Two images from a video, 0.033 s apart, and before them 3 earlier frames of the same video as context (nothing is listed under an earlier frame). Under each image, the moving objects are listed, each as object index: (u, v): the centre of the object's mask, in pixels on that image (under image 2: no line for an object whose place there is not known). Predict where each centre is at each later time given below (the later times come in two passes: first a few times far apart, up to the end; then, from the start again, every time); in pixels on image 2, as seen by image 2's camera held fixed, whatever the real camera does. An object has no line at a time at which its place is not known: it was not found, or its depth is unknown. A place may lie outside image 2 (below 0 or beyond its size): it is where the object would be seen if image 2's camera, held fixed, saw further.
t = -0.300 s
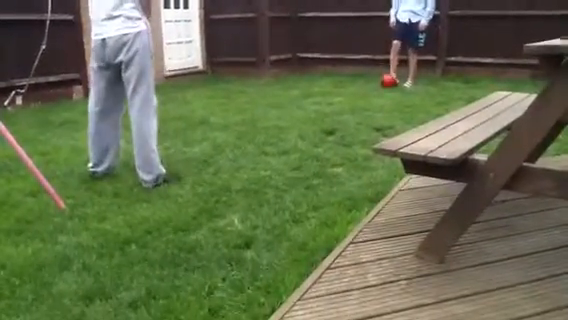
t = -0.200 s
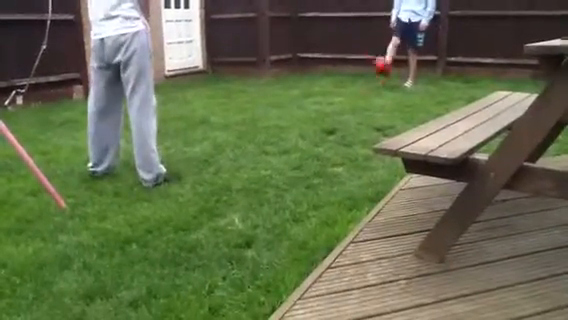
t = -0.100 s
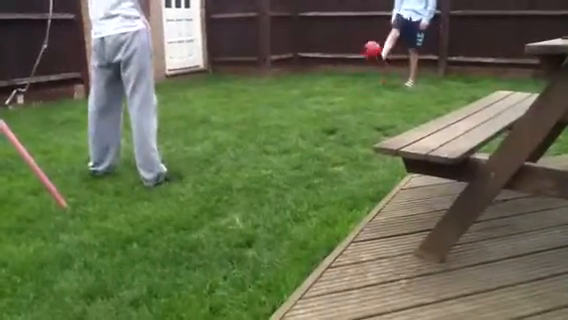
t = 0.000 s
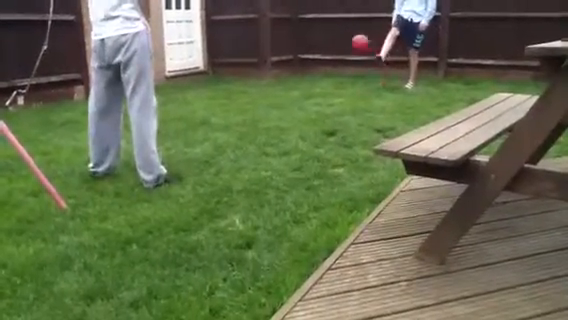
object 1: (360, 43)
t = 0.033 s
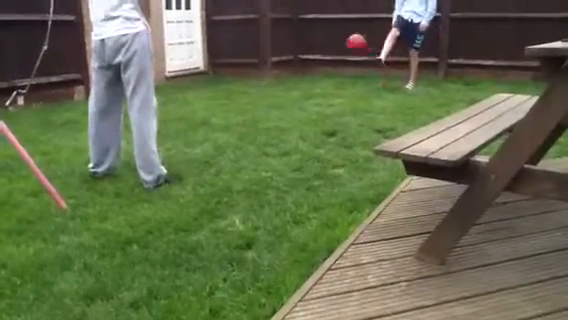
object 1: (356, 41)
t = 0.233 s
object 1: (327, 65)
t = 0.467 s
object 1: (288, 117)
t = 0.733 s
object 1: (252, 133)
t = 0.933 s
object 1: (226, 138)
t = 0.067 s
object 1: (351, 42)
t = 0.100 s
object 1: (347, 43)
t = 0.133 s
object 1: (342, 47)
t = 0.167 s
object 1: (338, 51)
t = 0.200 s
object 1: (332, 57)
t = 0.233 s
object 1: (327, 65)
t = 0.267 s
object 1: (321, 73)
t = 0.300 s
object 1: (314, 84)
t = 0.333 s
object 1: (308, 97)
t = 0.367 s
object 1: (302, 111)
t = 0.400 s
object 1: (296, 121)
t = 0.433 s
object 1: (292, 119)
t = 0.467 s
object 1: (288, 117)
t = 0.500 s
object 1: (283, 112)
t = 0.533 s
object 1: (279, 111)
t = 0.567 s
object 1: (276, 110)
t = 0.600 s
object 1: (272, 111)
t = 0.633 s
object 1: (266, 114)
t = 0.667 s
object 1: (262, 118)
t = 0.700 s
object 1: (256, 125)
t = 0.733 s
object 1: (252, 133)
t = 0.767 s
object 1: (248, 139)
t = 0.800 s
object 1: (244, 140)
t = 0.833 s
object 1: (240, 137)
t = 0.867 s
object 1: (235, 136)
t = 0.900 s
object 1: (230, 137)
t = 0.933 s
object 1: (226, 138)
